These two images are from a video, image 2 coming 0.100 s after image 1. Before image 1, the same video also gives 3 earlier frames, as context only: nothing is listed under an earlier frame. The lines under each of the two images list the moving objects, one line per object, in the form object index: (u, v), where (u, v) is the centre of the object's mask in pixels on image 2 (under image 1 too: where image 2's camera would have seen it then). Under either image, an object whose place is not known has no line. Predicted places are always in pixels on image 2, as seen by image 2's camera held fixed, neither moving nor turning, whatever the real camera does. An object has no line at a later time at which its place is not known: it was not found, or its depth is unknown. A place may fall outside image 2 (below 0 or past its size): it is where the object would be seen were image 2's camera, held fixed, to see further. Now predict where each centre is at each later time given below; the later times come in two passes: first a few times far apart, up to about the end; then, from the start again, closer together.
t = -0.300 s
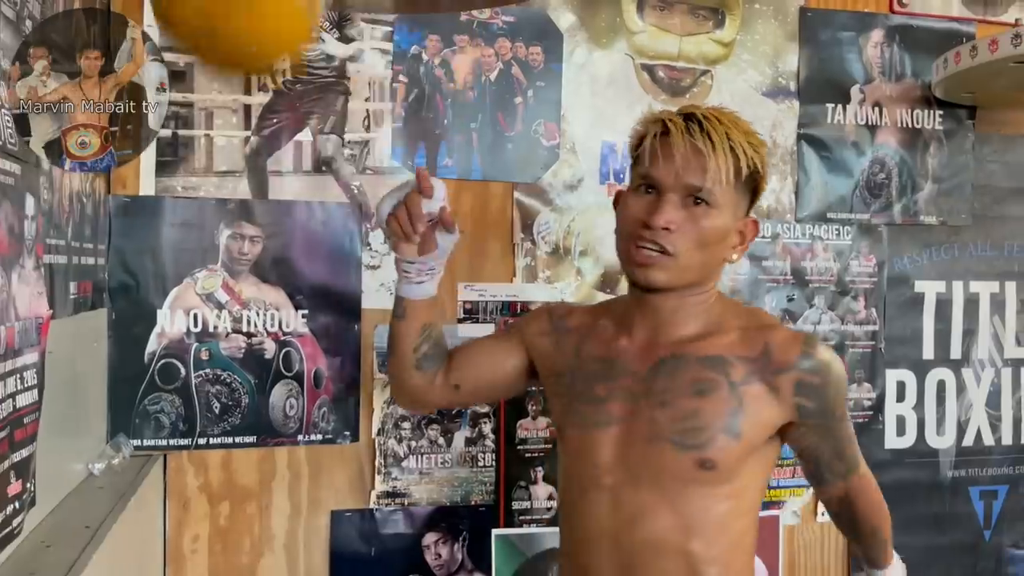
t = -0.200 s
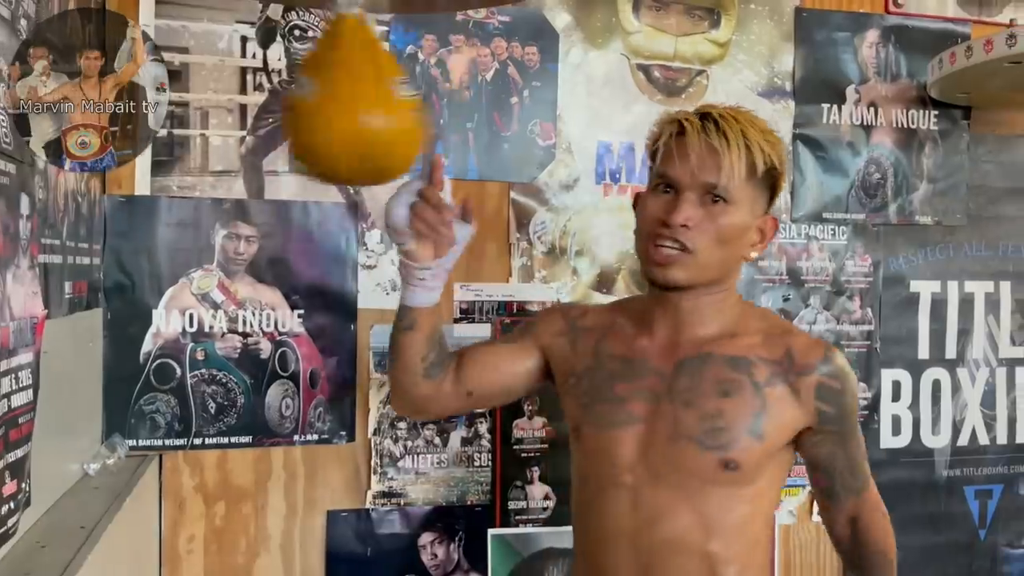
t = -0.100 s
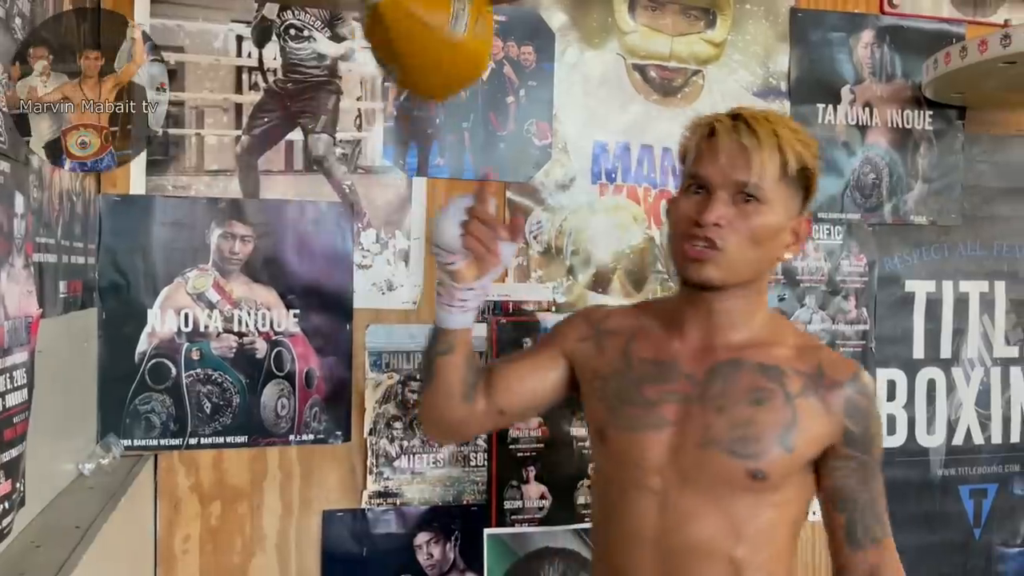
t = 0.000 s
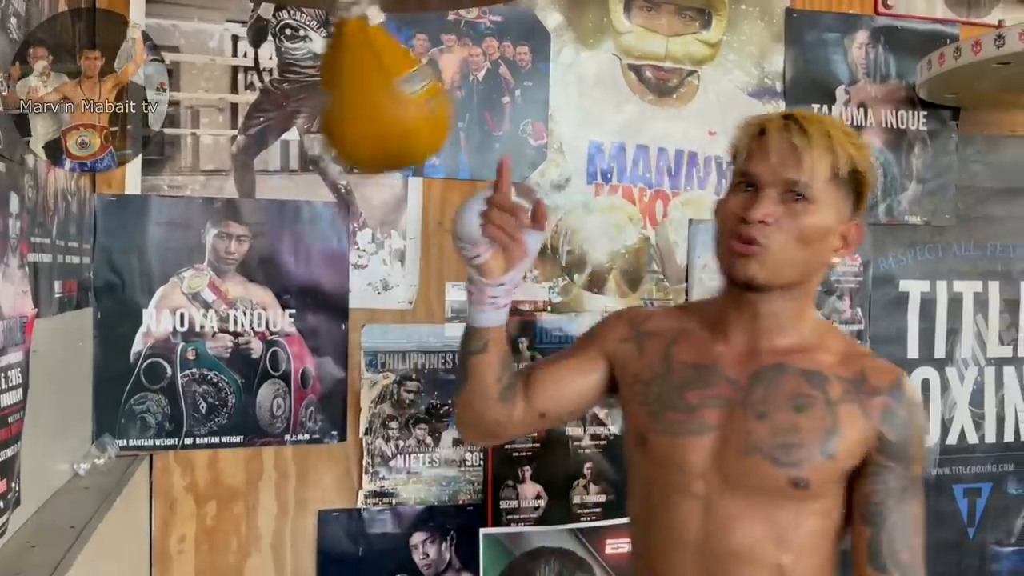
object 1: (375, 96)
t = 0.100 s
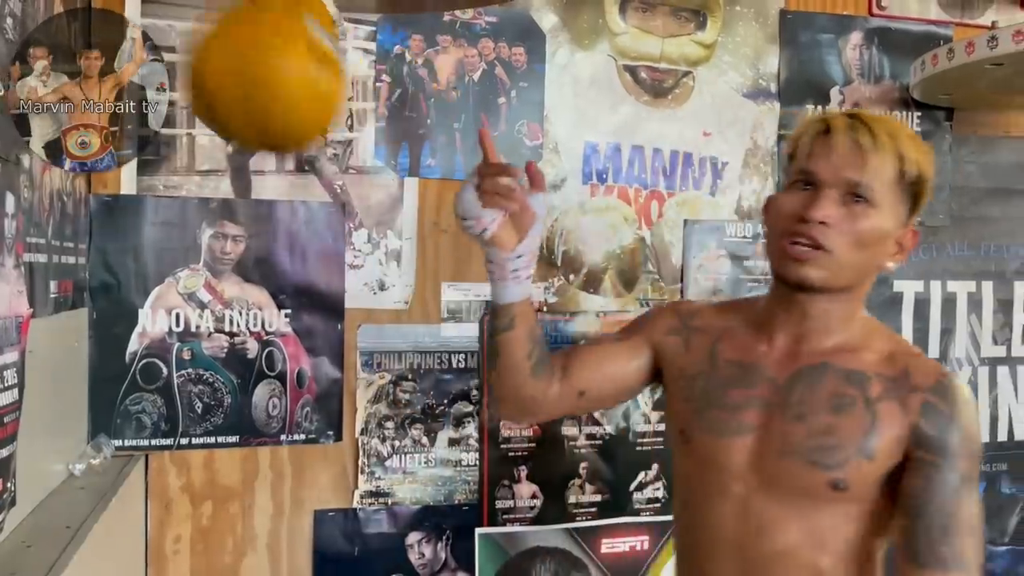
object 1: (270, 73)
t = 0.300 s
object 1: (275, 66)
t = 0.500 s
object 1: (403, 56)
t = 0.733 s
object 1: (330, 109)
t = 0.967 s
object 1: (260, 7)
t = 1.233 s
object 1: (355, 102)
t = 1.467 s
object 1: (363, 50)
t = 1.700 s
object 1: (318, 99)
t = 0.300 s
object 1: (275, 66)
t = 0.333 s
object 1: (310, 91)
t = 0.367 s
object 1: (341, 105)
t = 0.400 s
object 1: (366, 105)
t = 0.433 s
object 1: (385, 91)
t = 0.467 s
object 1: (396, 74)
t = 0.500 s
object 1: (403, 56)
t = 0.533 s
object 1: (407, 43)
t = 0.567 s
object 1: (404, 47)
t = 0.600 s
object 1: (396, 59)
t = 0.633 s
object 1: (385, 76)
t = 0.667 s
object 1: (369, 92)
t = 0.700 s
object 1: (352, 104)
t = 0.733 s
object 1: (330, 109)
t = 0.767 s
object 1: (307, 97)
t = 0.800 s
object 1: (284, 76)
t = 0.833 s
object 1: (266, 53)
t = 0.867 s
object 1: (258, 34)
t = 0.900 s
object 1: (255, 18)
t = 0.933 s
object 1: (256, 9)
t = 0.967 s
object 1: (260, 7)
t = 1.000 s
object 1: (266, 15)
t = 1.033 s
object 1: (272, 26)
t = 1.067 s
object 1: (281, 42)
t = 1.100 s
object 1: (297, 65)
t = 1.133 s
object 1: (316, 89)
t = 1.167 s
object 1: (332, 104)
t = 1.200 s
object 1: (345, 105)
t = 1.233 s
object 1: (355, 102)
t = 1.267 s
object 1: (361, 87)
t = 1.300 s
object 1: (365, 74)
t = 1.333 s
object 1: (369, 66)
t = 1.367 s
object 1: (367, 50)
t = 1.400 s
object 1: (366, 44)
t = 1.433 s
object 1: (364, 43)
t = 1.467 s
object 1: (363, 50)
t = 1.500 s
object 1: (359, 59)
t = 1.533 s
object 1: (354, 75)
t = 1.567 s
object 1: (348, 89)
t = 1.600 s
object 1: (342, 100)
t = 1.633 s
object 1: (334, 108)
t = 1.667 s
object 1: (324, 108)
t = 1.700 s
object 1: (318, 99)
